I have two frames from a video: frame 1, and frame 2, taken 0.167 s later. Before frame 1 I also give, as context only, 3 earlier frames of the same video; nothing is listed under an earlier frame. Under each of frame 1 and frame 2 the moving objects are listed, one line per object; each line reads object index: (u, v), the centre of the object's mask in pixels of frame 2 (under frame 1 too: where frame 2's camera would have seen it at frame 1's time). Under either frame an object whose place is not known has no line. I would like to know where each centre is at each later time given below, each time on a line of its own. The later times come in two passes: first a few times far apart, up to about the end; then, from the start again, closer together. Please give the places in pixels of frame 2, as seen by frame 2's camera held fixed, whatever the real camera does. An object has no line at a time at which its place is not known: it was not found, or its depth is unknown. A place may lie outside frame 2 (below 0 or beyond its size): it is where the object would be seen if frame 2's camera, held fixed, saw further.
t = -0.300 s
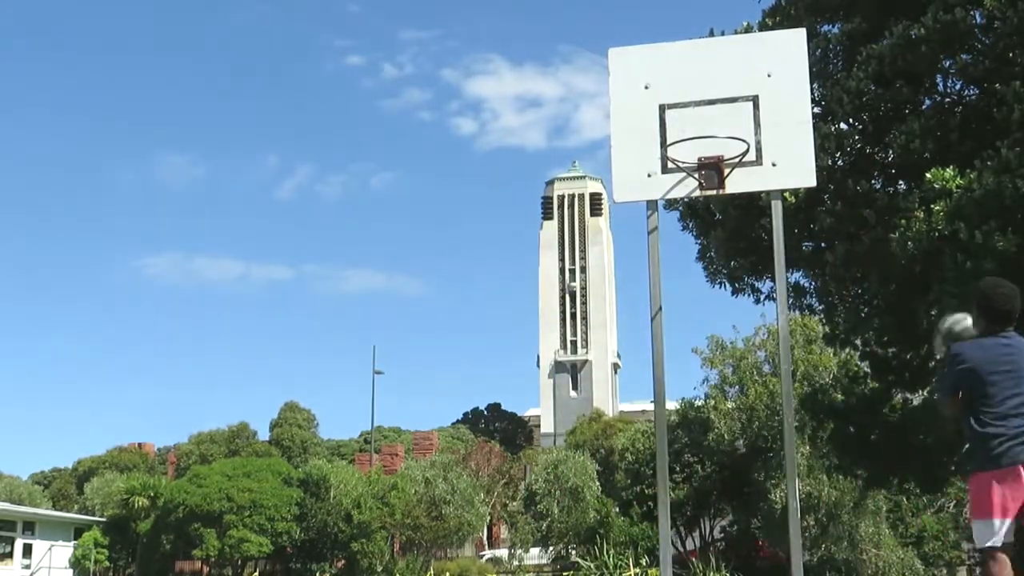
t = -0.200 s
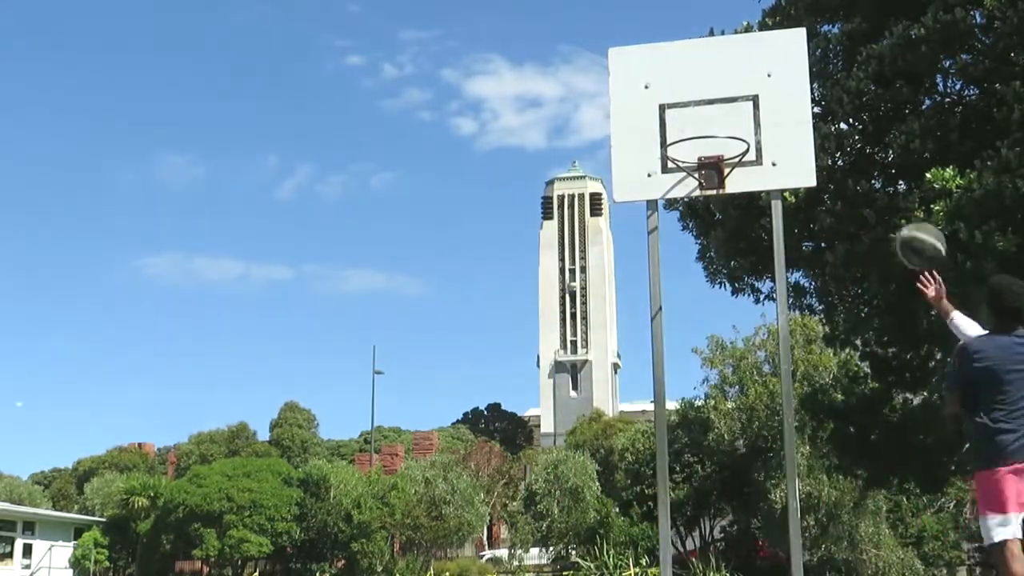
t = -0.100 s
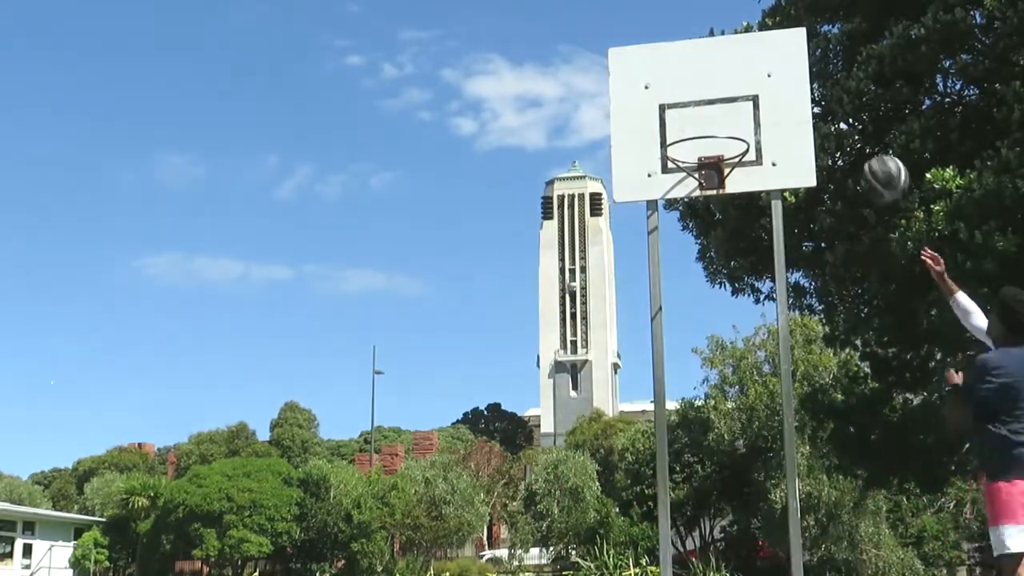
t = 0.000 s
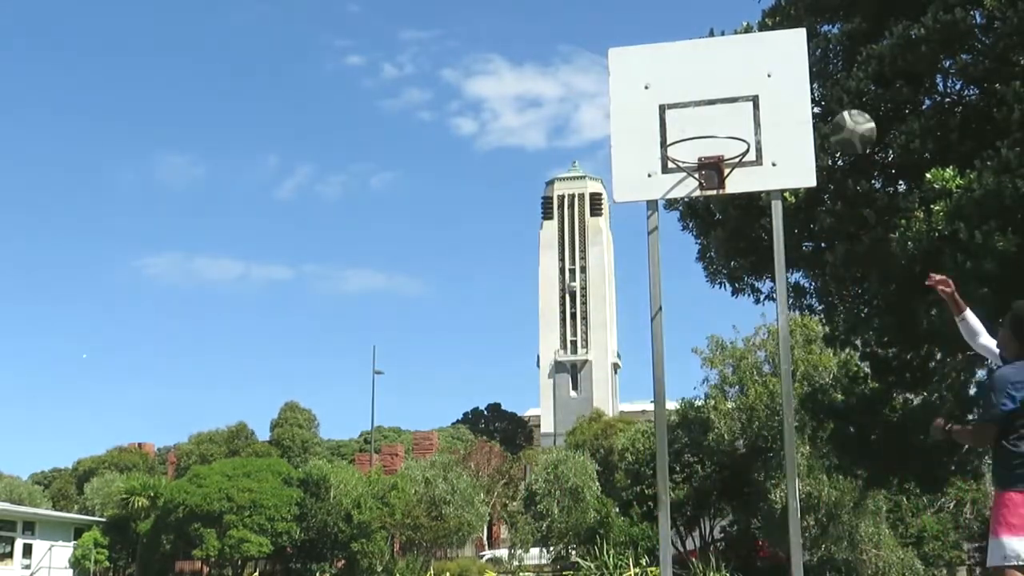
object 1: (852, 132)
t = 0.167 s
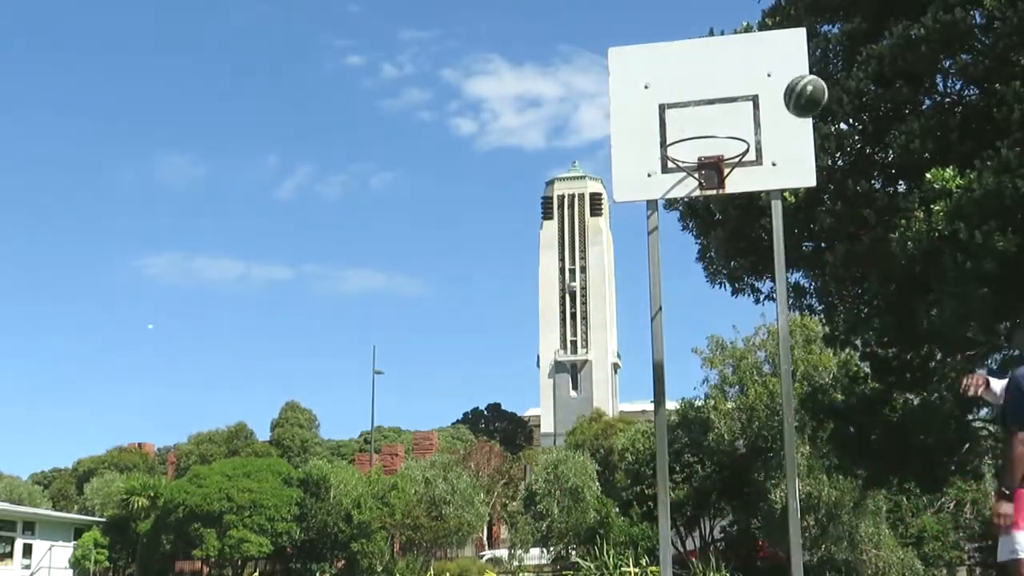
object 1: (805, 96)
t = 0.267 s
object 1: (780, 97)
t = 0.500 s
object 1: (761, 104)
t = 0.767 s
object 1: (792, 135)
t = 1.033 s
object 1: (824, 251)
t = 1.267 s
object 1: (858, 450)
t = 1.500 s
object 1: (876, 544)
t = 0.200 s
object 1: (797, 95)
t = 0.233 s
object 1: (789, 95)
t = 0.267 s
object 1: (780, 97)
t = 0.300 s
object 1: (772, 101)
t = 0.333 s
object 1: (765, 107)
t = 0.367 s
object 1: (757, 114)
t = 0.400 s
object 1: (751, 121)
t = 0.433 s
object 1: (754, 114)
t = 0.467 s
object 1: (758, 108)
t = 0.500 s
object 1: (761, 104)
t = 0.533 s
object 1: (764, 102)
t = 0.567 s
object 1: (768, 101)
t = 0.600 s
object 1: (771, 103)
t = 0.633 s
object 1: (776, 107)
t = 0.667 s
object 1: (779, 111)
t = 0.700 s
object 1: (783, 117)
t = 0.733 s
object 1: (787, 126)
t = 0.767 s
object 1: (792, 135)
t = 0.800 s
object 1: (796, 147)
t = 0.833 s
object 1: (800, 161)
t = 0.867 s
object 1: (804, 172)
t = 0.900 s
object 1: (808, 185)
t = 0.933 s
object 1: (812, 198)
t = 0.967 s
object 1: (816, 214)
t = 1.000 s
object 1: (820, 232)
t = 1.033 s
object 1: (824, 251)
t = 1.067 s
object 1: (830, 273)
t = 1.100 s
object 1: (835, 297)
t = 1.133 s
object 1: (838, 323)
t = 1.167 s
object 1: (843, 351)
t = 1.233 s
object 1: (853, 415)
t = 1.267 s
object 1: (858, 450)
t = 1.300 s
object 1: (865, 487)
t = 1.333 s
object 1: (870, 528)
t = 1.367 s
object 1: (873, 564)
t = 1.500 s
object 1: (876, 544)
